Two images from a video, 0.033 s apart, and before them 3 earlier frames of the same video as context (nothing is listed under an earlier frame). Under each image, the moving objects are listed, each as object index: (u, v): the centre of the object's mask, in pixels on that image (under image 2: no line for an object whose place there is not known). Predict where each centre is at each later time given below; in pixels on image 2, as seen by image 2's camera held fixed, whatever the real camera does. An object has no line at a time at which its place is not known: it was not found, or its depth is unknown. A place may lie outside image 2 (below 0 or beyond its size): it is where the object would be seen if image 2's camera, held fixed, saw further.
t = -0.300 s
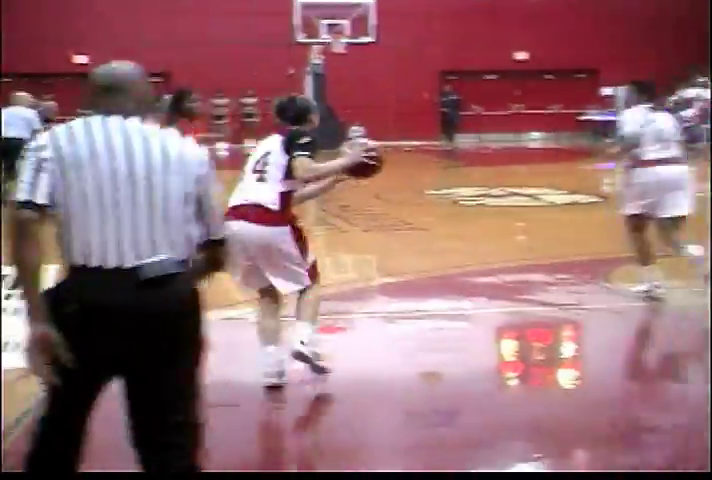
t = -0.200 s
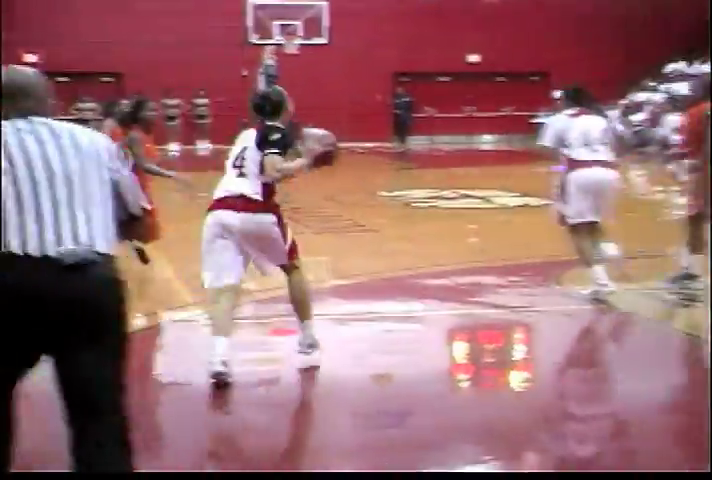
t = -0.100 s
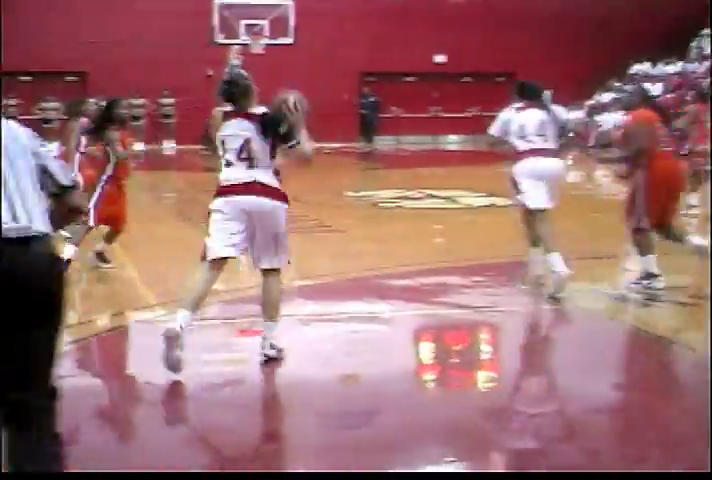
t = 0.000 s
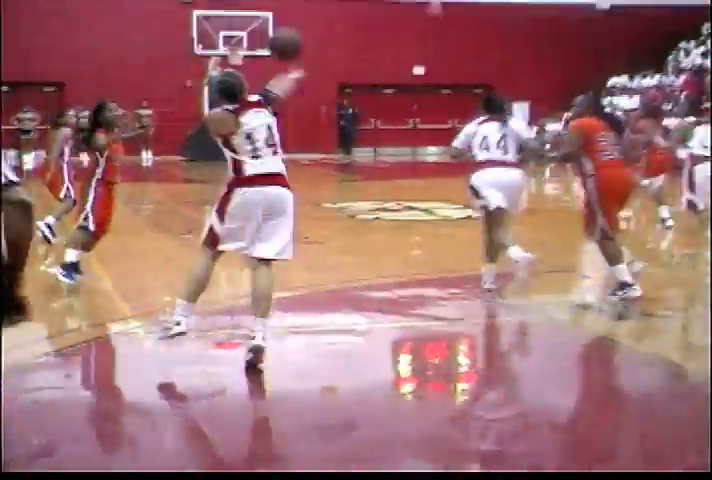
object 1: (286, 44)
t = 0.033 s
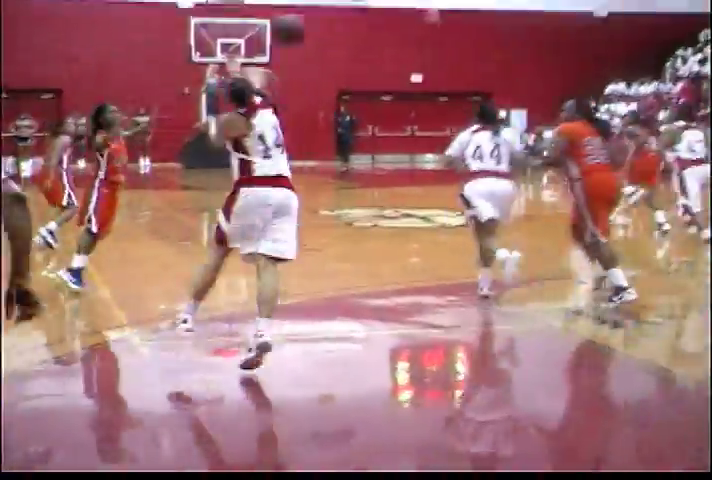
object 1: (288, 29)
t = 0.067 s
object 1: (292, 12)
